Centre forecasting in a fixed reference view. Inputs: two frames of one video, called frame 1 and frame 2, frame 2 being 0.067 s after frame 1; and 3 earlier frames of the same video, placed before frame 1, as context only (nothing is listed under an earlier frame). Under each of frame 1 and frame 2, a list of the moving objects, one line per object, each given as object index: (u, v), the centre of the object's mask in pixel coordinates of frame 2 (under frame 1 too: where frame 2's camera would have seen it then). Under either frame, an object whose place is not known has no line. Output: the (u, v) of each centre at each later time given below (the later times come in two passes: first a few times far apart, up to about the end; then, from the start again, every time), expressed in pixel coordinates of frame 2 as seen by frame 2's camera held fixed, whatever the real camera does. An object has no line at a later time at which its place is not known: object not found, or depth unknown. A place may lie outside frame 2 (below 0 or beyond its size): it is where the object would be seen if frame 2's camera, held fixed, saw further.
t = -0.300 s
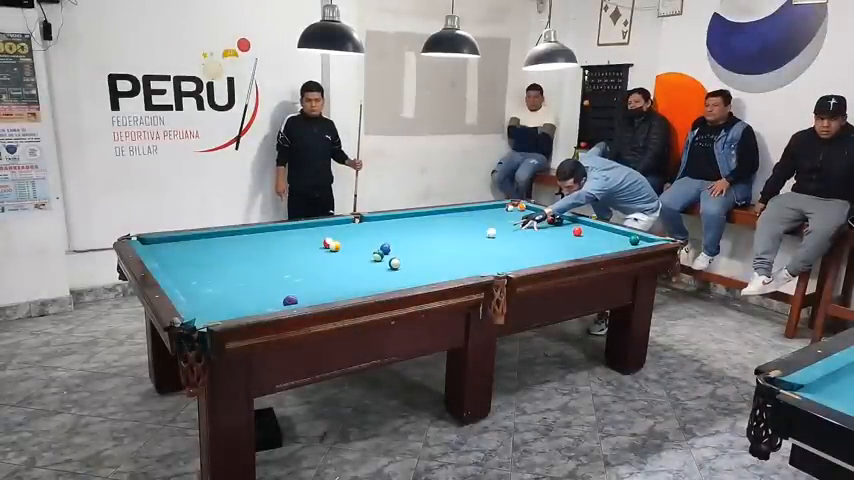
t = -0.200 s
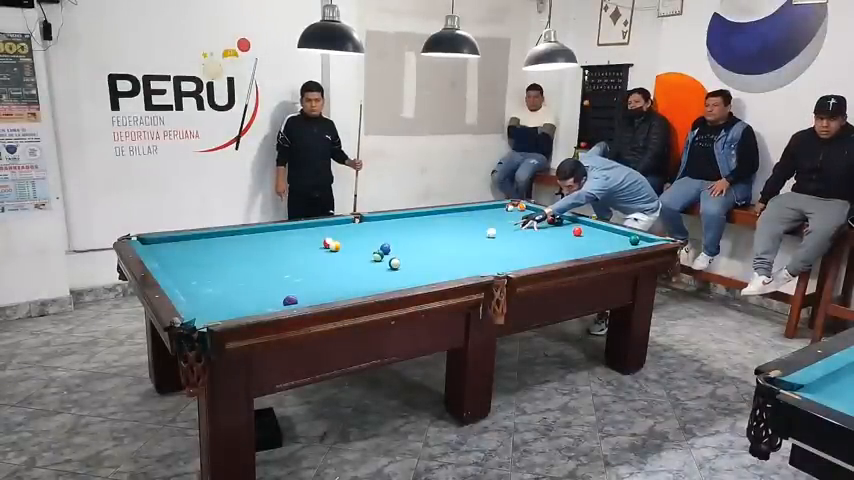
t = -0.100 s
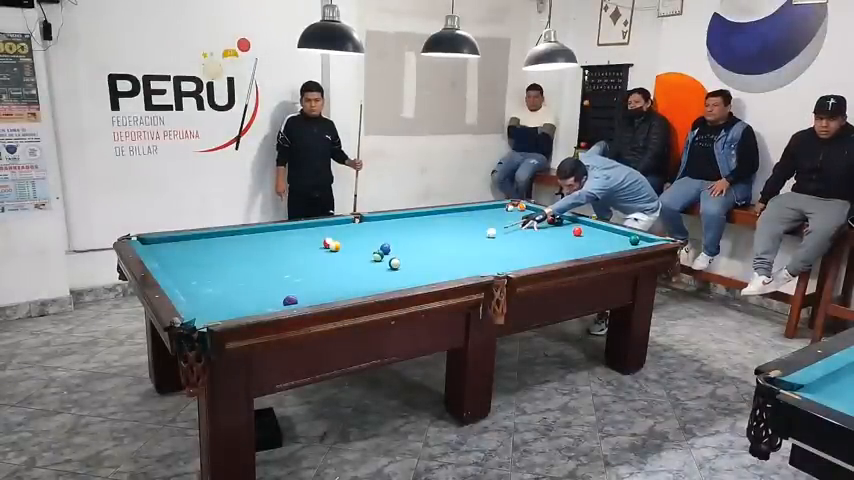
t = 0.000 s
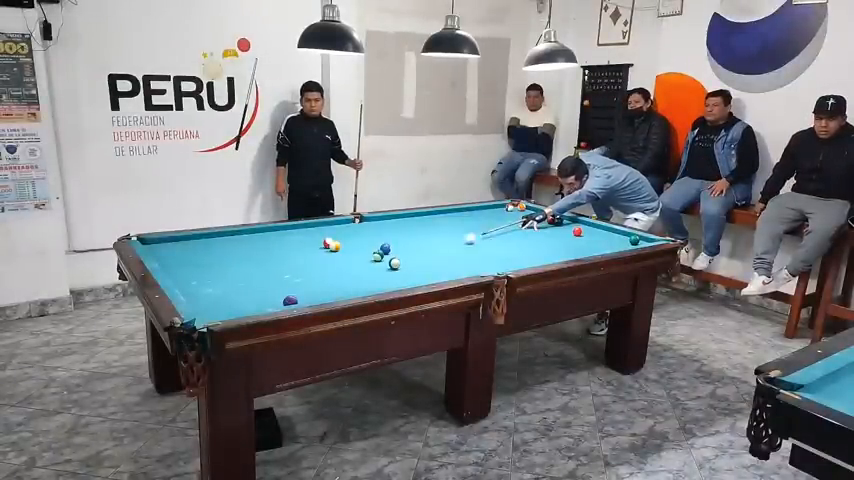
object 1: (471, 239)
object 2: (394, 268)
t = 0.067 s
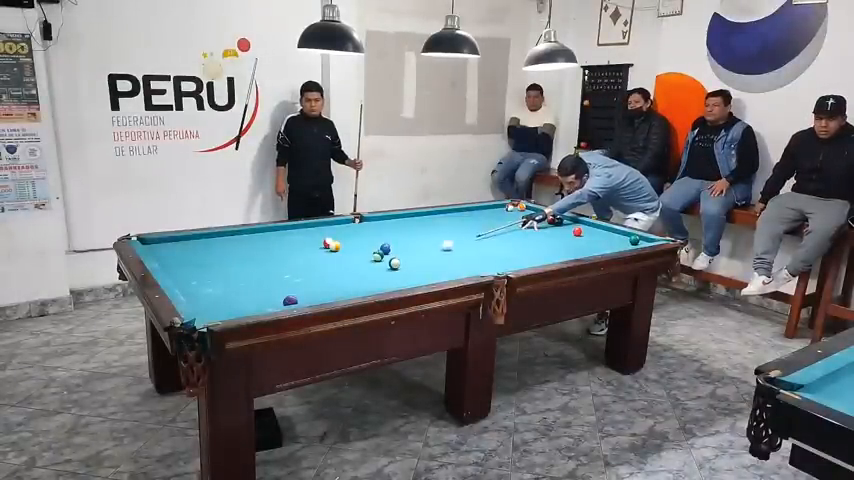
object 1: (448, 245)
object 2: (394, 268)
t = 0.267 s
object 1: (375, 260)
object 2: (395, 274)
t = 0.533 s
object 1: (264, 267)
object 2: (387, 284)
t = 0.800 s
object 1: (186, 268)
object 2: (351, 279)
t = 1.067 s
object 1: (242, 251)
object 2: (319, 273)
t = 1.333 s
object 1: (287, 237)
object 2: (289, 267)
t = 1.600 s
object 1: (325, 226)
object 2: (261, 262)
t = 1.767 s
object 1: (346, 221)
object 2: (245, 258)
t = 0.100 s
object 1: (436, 248)
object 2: (394, 268)
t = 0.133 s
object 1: (424, 252)
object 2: (394, 268)
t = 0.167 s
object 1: (413, 255)
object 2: (395, 268)
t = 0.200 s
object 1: (403, 258)
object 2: (395, 268)
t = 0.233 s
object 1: (386, 259)
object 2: (393, 270)
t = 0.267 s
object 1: (375, 260)
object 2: (395, 274)
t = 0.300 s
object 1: (361, 261)
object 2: (395, 276)
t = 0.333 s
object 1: (348, 261)
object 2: (395, 277)
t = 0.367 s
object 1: (335, 262)
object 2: (396, 281)
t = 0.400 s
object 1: (321, 263)
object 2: (397, 283)
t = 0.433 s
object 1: (307, 264)
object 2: (396, 283)
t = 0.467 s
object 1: (293, 265)
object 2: (396, 286)
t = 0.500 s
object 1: (279, 266)
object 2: (393, 284)
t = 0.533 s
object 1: (264, 267)
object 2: (387, 284)
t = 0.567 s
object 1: (249, 268)
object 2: (382, 284)
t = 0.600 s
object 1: (234, 269)
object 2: (378, 284)
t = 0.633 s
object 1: (218, 270)
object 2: (373, 283)
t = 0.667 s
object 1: (203, 271)
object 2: (369, 283)
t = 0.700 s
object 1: (187, 272)
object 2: (364, 282)
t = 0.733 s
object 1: (173, 272)
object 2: (360, 281)
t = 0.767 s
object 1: (176, 271)
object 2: (356, 280)
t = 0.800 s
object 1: (186, 268)
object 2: (351, 279)
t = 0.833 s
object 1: (195, 266)
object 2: (347, 278)
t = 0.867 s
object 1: (202, 263)
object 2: (343, 278)
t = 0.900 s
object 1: (209, 261)
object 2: (339, 277)
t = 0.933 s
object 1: (216, 259)
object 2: (335, 276)
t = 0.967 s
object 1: (223, 257)
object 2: (331, 275)
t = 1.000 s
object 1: (230, 255)
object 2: (326, 275)
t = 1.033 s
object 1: (236, 253)
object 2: (322, 274)
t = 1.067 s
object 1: (242, 251)
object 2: (319, 273)
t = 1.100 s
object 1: (249, 249)
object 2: (315, 272)
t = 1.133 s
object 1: (254, 247)
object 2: (311, 271)
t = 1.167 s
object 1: (260, 246)
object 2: (307, 270)
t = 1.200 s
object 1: (266, 244)
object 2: (303, 270)
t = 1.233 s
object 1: (272, 242)
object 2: (299, 269)
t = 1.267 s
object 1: (277, 241)
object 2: (297, 268)
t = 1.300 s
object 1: (282, 239)
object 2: (292, 268)
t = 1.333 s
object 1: (287, 237)
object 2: (289, 267)
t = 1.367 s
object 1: (293, 236)
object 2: (285, 266)
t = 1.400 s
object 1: (298, 234)
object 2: (281, 265)
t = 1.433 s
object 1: (302, 233)
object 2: (278, 265)
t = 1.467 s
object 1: (307, 231)
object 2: (275, 264)
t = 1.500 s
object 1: (312, 230)
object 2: (271, 263)
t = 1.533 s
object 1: (316, 229)
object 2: (269, 263)
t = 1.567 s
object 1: (321, 228)
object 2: (265, 262)
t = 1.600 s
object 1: (325, 226)
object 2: (261, 262)
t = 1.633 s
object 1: (329, 225)
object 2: (258, 261)
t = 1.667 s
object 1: (333, 224)
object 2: (255, 260)
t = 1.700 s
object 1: (337, 223)
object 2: (252, 259)
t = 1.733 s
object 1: (341, 222)
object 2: (248, 259)
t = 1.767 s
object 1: (346, 221)
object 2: (245, 258)
